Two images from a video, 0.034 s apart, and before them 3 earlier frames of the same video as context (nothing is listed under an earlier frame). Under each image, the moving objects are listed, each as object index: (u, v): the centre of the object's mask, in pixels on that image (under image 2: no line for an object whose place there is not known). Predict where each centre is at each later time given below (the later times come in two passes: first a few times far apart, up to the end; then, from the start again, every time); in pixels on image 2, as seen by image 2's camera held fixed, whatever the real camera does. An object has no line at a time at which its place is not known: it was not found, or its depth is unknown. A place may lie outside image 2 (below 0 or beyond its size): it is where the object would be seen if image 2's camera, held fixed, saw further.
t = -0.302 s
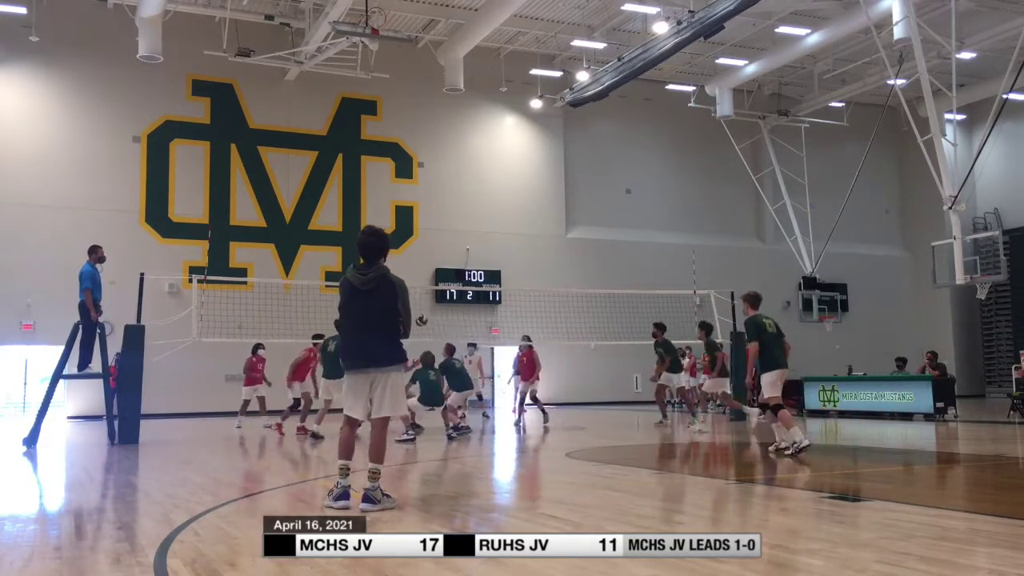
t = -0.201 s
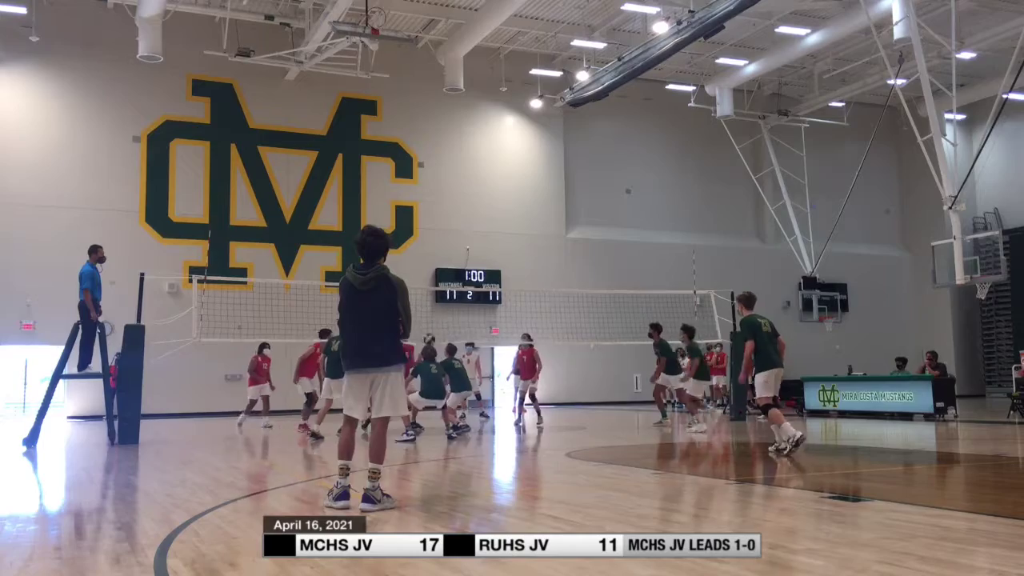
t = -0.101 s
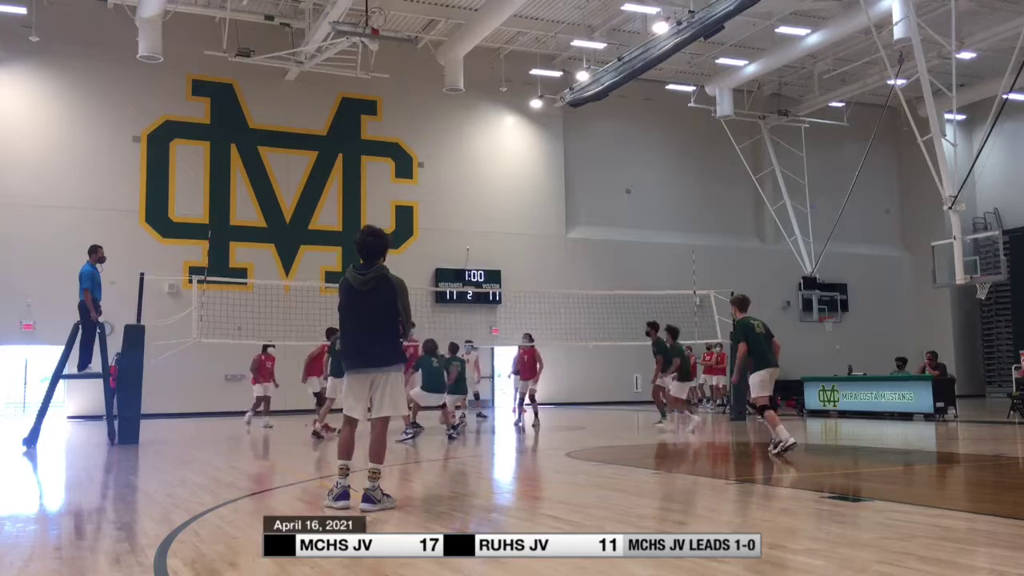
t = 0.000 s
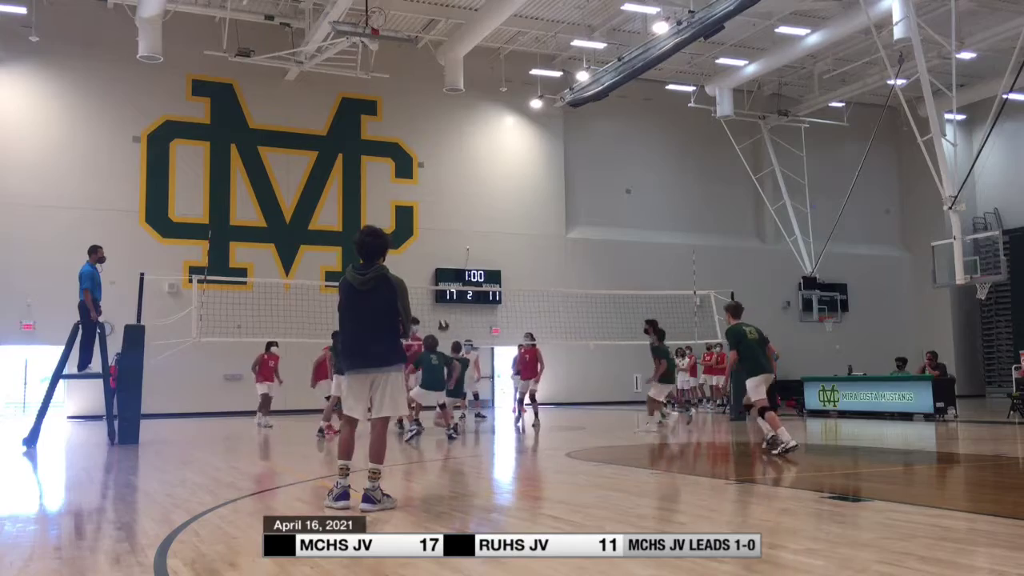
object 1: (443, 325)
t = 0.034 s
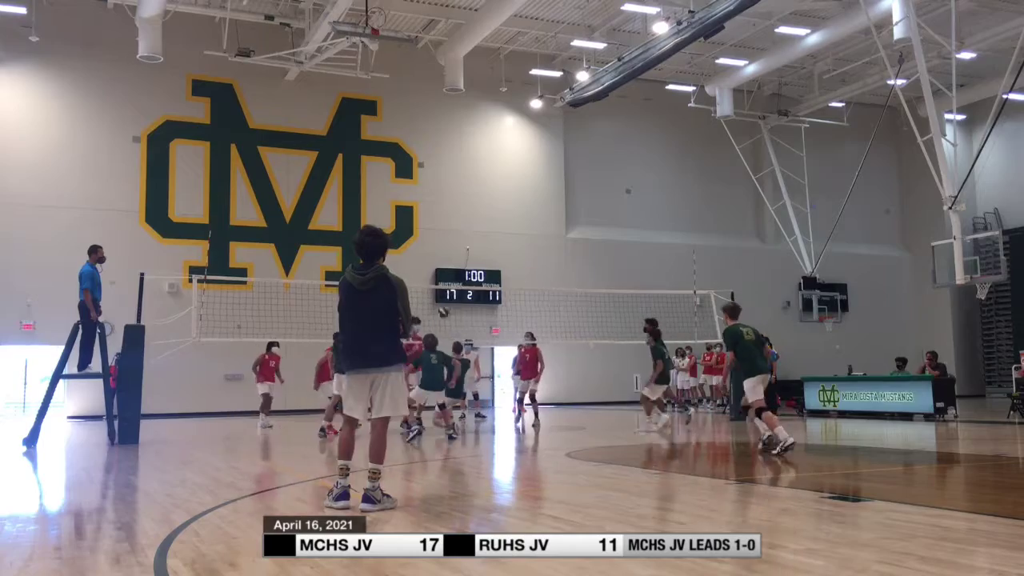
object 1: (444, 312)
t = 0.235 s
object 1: (448, 243)
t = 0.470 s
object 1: (454, 191)
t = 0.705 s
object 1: (459, 170)
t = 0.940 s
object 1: (464, 181)
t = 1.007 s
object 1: (466, 191)
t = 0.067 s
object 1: (445, 299)
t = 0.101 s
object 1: (444, 286)
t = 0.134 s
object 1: (446, 275)
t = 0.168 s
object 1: (447, 264)
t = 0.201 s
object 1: (447, 253)
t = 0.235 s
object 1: (448, 243)
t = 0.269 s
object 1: (449, 234)
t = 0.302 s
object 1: (450, 226)
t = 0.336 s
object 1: (450, 217)
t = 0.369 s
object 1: (451, 210)
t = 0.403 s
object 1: (452, 203)
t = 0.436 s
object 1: (453, 197)
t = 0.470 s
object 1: (454, 191)
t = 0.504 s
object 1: (454, 186)
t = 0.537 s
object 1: (455, 182)
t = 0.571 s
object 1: (456, 178)
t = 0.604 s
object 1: (456, 176)
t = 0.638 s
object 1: (457, 173)
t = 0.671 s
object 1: (458, 171)
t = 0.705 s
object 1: (459, 170)
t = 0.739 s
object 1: (460, 169)
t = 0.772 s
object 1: (461, 169)
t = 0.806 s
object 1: (461, 170)
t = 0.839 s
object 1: (462, 172)
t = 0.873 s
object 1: (463, 174)
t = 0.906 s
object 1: (464, 177)
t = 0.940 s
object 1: (464, 181)
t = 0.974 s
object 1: (466, 186)
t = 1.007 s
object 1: (466, 191)
